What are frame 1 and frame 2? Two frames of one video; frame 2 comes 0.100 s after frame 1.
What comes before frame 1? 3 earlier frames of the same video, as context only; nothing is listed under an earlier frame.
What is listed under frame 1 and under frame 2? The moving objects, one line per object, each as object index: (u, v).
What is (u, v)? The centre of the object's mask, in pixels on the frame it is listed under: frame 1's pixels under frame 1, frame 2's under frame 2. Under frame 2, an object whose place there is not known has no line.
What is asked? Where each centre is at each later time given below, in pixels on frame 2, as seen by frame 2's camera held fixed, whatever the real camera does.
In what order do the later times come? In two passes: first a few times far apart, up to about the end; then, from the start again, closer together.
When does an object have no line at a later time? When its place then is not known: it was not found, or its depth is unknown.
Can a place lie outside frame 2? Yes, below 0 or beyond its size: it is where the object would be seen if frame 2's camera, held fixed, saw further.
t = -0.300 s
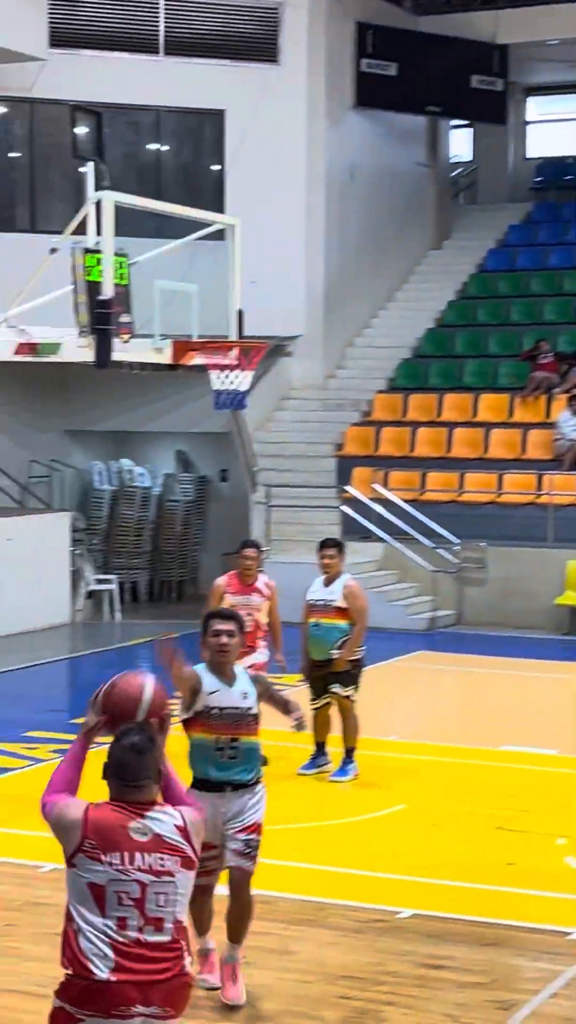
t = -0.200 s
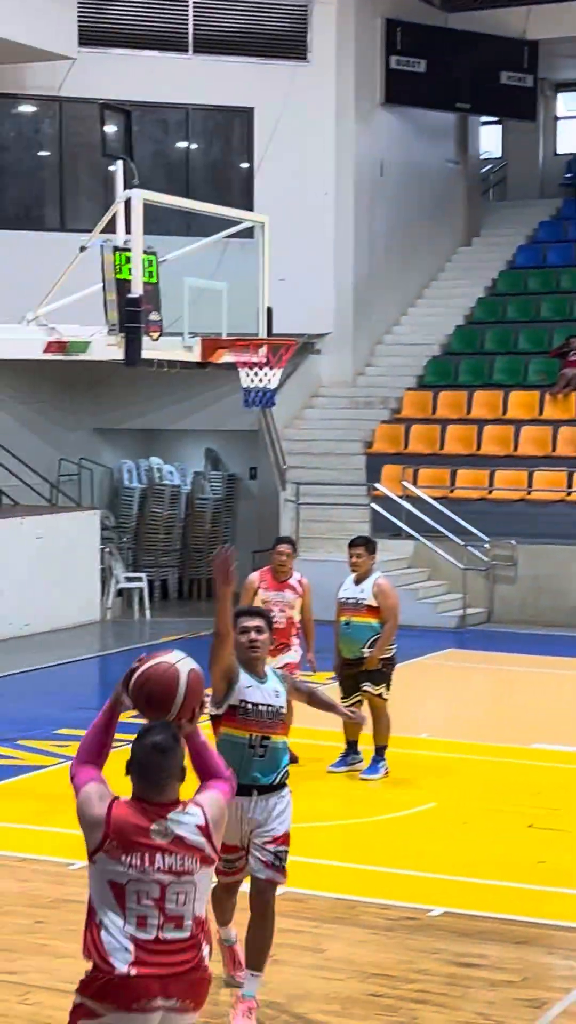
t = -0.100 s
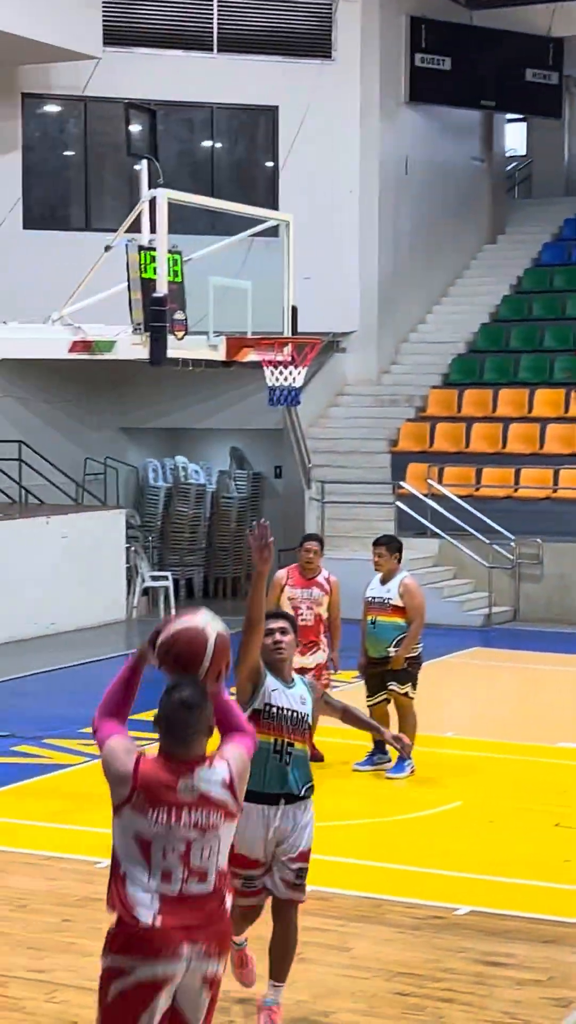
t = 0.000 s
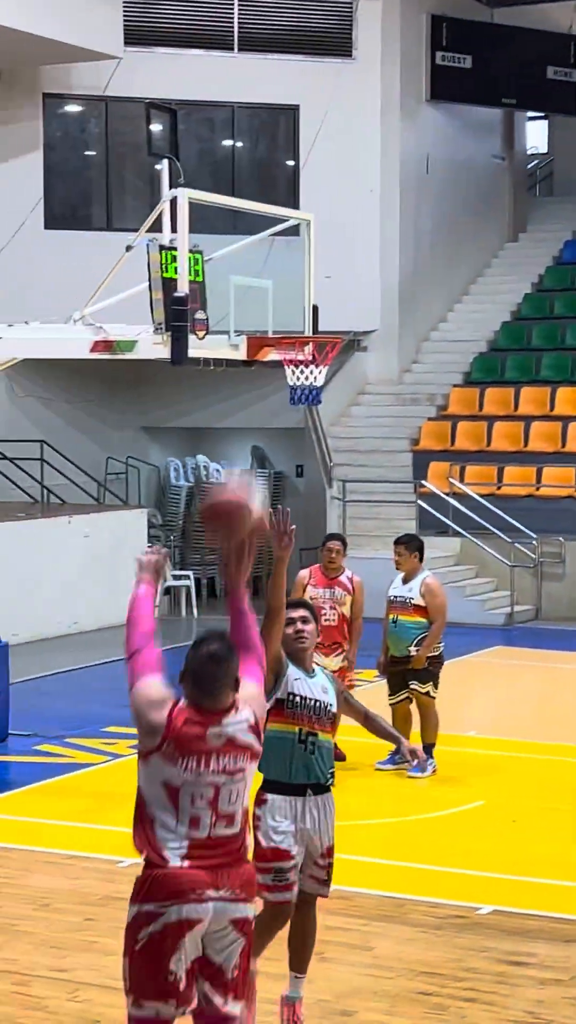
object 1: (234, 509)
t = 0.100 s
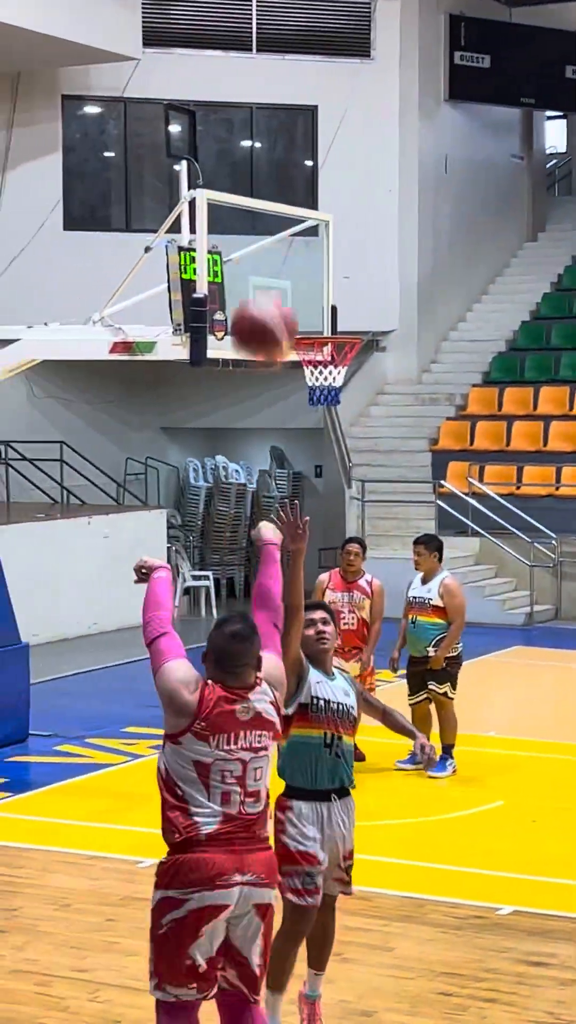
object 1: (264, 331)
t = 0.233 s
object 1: (277, 166)
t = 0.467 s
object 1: (295, 25)
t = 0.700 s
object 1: (310, 23)
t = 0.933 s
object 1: (322, 111)
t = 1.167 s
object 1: (332, 264)
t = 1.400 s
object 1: (329, 365)
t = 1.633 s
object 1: (306, 410)
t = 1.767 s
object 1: (297, 470)
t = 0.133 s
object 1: (268, 282)
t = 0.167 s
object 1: (270, 239)
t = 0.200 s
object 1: (274, 198)
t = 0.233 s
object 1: (277, 166)
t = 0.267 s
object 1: (280, 135)
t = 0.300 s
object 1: (283, 109)
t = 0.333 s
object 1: (286, 86)
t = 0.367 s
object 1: (288, 65)
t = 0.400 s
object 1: (291, 48)
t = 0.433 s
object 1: (293, 34)
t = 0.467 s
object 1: (295, 25)
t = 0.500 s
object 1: (298, 18)
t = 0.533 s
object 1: (300, 14)
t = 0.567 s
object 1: (303, 12)
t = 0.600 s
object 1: (304, 11)
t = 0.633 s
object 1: (307, 12)
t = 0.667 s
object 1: (308, 17)
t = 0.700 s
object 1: (310, 23)
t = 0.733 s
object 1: (311, 30)
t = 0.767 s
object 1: (313, 40)
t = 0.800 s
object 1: (315, 51)
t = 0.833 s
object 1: (317, 65)
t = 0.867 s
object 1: (318, 78)
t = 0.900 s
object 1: (320, 94)
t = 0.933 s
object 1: (322, 111)
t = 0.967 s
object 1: (324, 128)
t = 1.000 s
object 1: (325, 148)
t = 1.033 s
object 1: (326, 169)
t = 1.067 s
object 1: (327, 191)
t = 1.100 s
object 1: (329, 214)
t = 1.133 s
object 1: (331, 238)
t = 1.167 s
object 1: (332, 264)
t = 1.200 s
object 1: (333, 287)
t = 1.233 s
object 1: (334, 315)
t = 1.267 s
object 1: (336, 330)
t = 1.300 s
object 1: (338, 357)
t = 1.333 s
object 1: (334, 366)
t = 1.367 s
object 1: (330, 363)
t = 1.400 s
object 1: (329, 365)
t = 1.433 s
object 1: (327, 366)
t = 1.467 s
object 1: (323, 371)
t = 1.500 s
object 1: (320, 377)
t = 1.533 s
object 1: (317, 382)
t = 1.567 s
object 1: (314, 391)
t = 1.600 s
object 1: (310, 397)
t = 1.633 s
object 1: (306, 410)
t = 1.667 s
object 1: (305, 424)
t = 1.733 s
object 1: (299, 453)
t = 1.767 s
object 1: (297, 470)
